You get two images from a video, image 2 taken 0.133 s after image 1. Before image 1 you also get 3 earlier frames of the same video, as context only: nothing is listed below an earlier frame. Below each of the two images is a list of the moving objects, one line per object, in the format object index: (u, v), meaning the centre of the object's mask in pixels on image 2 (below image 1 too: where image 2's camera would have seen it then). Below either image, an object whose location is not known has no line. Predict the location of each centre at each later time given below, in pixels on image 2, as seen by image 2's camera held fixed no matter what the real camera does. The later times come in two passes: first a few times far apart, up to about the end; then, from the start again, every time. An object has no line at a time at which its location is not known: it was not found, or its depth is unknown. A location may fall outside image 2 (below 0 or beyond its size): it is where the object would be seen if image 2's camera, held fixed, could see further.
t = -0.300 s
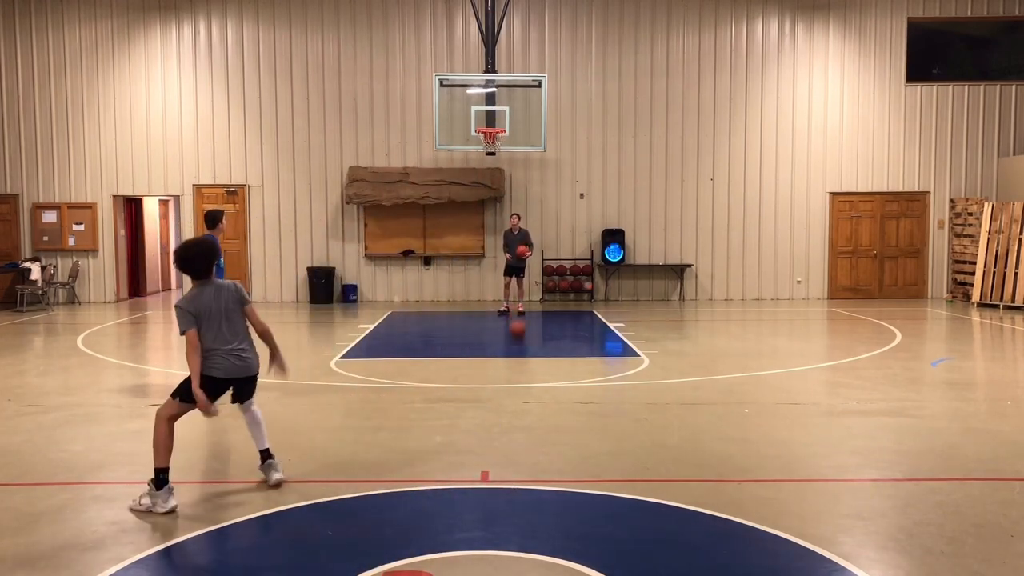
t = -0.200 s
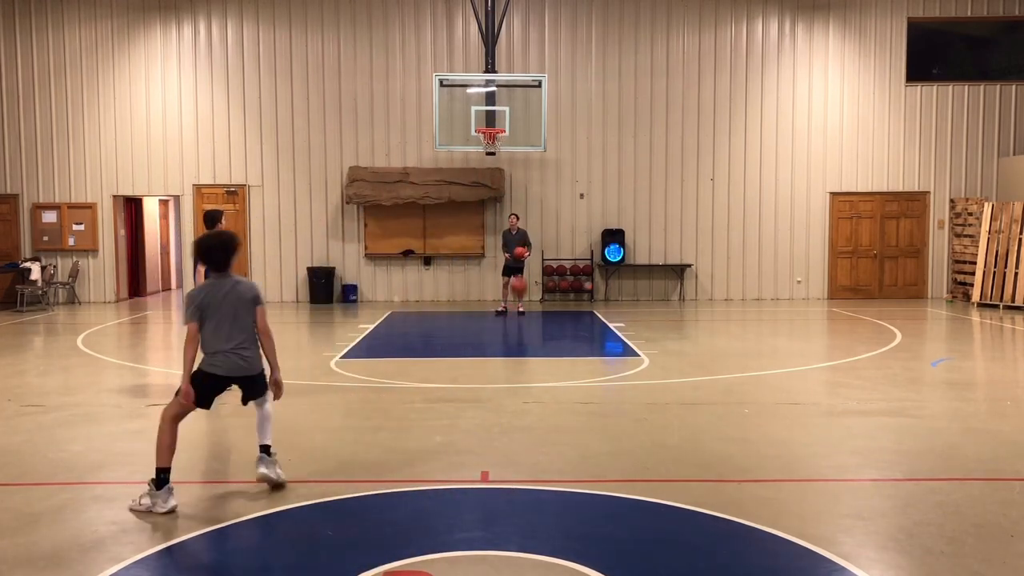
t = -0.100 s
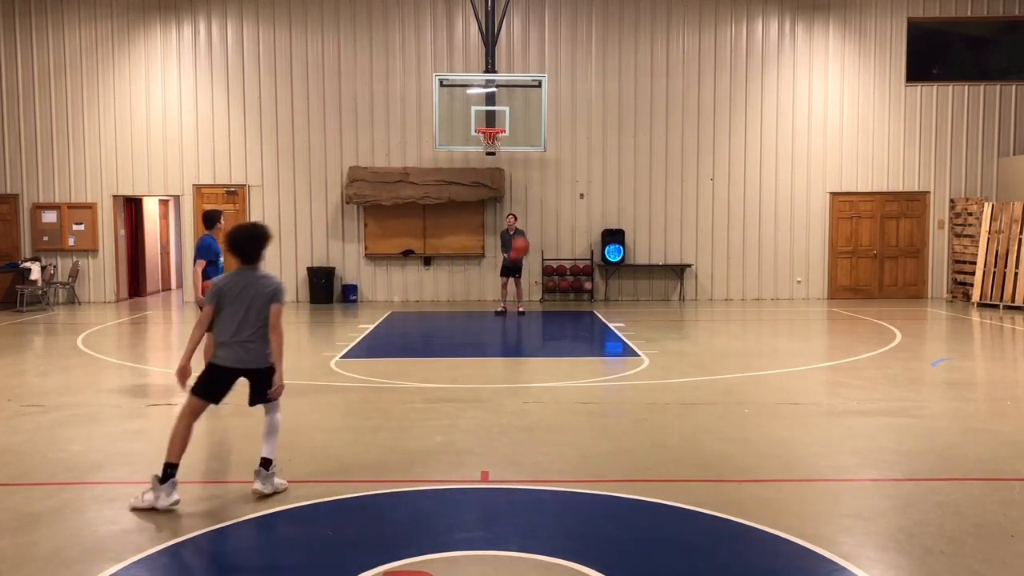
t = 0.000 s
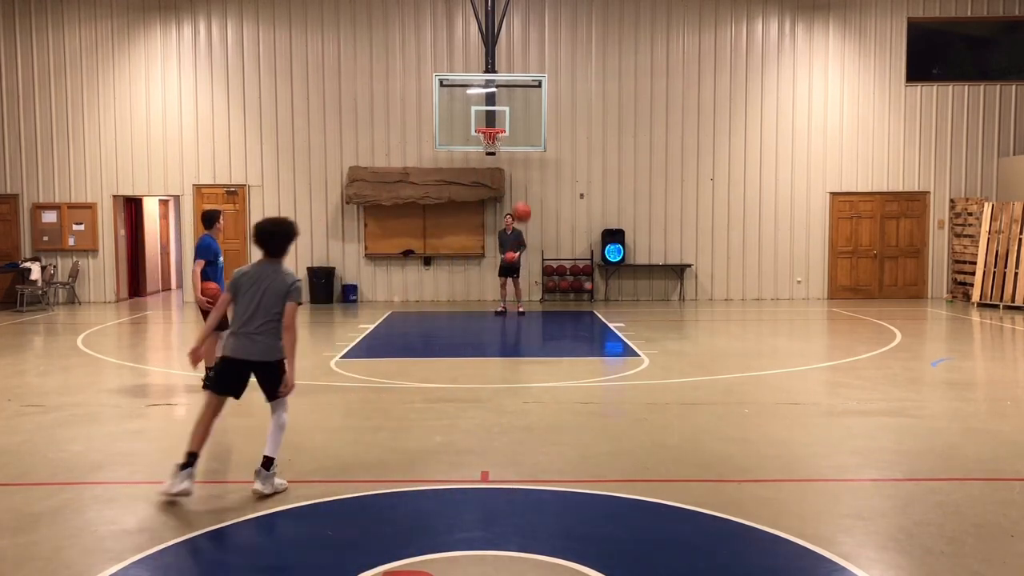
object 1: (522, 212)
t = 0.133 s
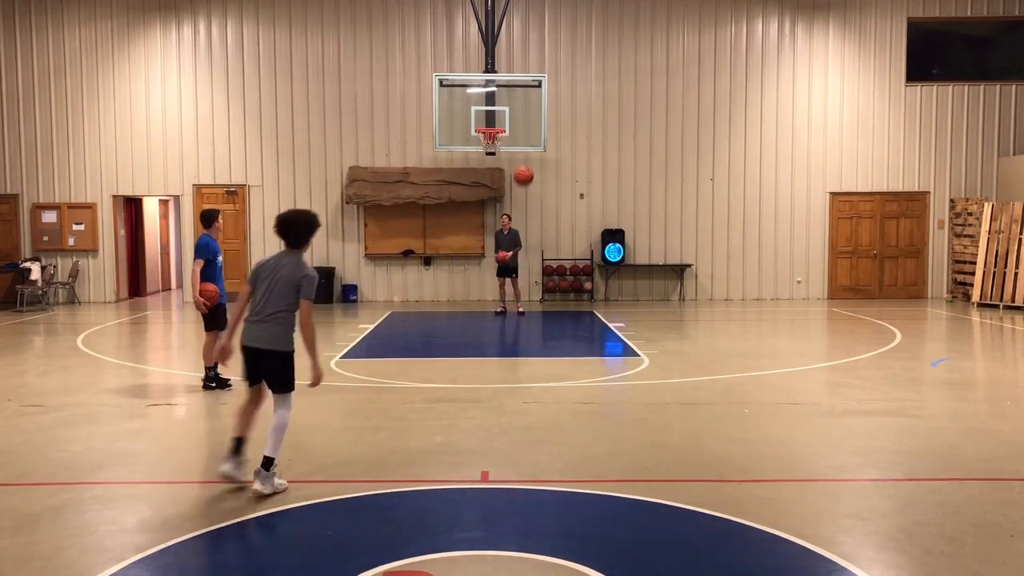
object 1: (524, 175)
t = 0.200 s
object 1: (524, 162)
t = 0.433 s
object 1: (529, 141)
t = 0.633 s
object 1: (534, 165)
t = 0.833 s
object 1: (538, 235)
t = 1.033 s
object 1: (544, 363)
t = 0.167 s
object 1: (524, 168)
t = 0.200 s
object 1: (524, 162)
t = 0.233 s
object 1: (525, 156)
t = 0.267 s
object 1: (526, 151)
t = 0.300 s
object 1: (527, 147)
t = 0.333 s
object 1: (527, 144)
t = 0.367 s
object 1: (528, 142)
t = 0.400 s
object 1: (529, 141)
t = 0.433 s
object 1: (529, 141)
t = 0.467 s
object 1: (530, 142)
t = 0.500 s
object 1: (530, 145)
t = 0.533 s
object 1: (531, 148)
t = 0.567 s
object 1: (532, 153)
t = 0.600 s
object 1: (533, 158)
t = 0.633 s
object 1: (534, 165)
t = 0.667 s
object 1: (534, 173)
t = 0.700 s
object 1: (535, 183)
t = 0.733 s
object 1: (536, 193)
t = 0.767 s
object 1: (537, 206)
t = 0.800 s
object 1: (538, 220)
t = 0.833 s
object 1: (538, 235)
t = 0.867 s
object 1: (539, 250)
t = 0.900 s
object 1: (540, 271)
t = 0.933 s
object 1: (541, 291)
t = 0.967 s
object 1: (543, 314)
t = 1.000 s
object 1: (544, 336)
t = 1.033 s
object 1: (544, 363)
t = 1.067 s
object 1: (545, 390)
